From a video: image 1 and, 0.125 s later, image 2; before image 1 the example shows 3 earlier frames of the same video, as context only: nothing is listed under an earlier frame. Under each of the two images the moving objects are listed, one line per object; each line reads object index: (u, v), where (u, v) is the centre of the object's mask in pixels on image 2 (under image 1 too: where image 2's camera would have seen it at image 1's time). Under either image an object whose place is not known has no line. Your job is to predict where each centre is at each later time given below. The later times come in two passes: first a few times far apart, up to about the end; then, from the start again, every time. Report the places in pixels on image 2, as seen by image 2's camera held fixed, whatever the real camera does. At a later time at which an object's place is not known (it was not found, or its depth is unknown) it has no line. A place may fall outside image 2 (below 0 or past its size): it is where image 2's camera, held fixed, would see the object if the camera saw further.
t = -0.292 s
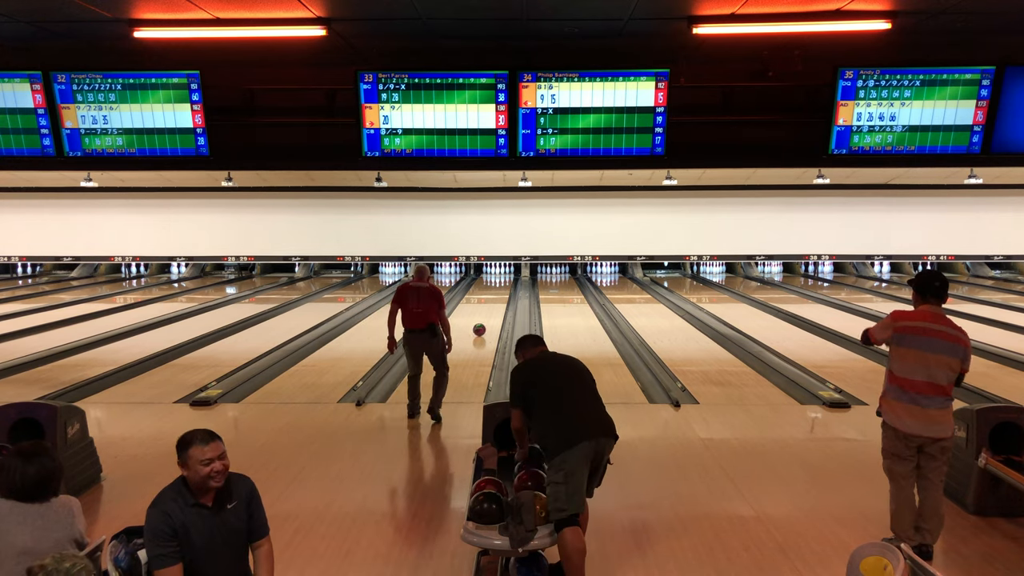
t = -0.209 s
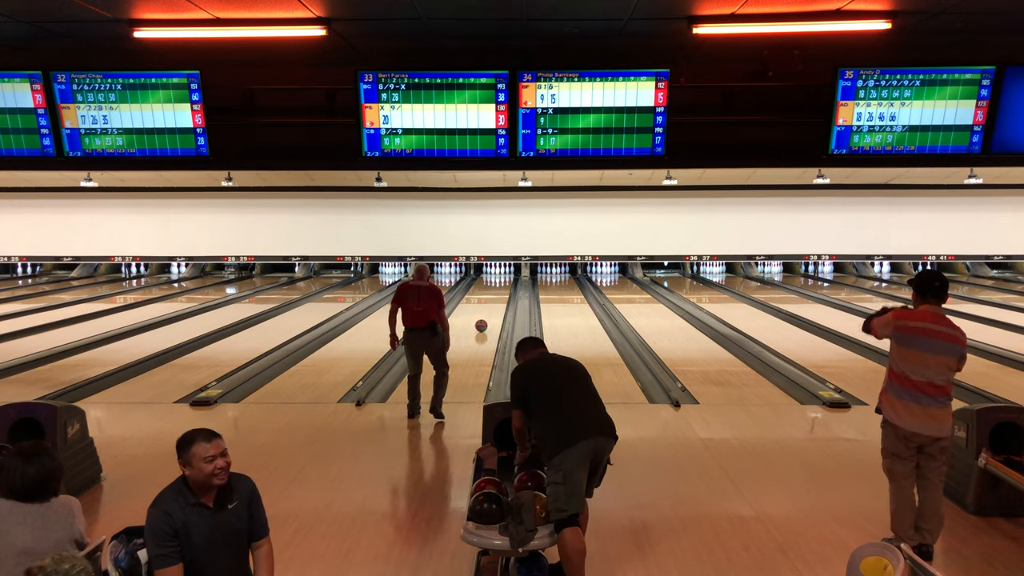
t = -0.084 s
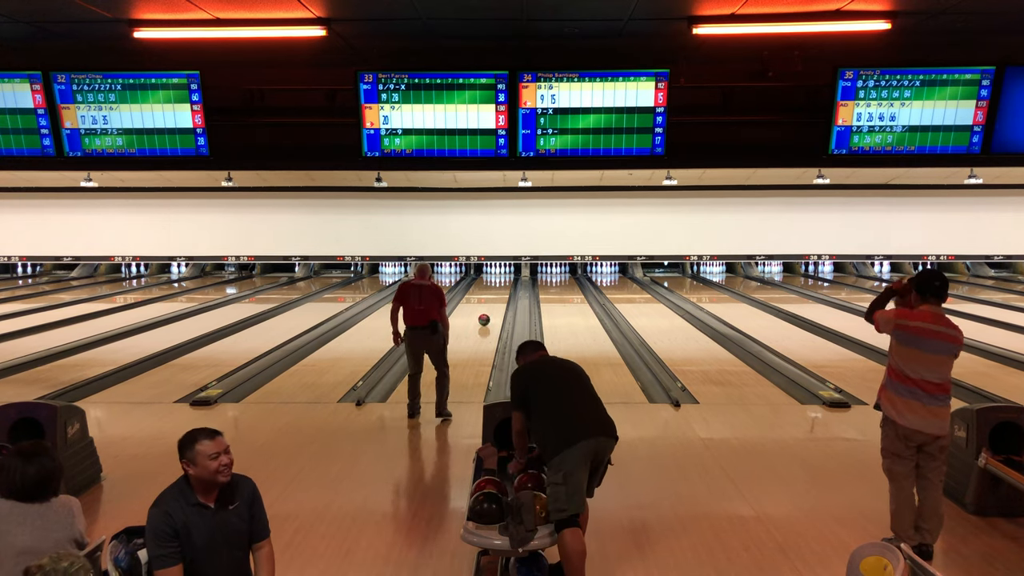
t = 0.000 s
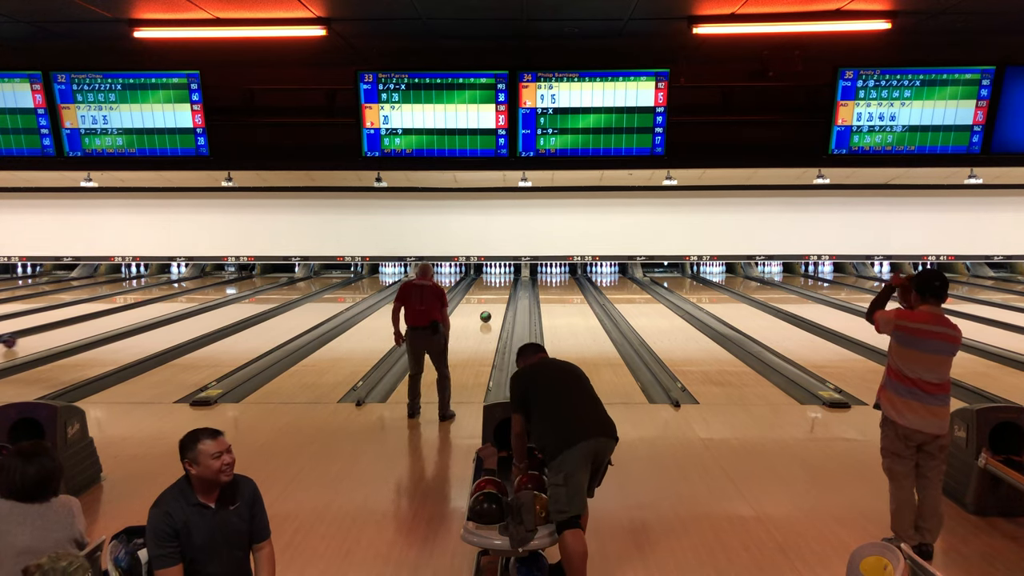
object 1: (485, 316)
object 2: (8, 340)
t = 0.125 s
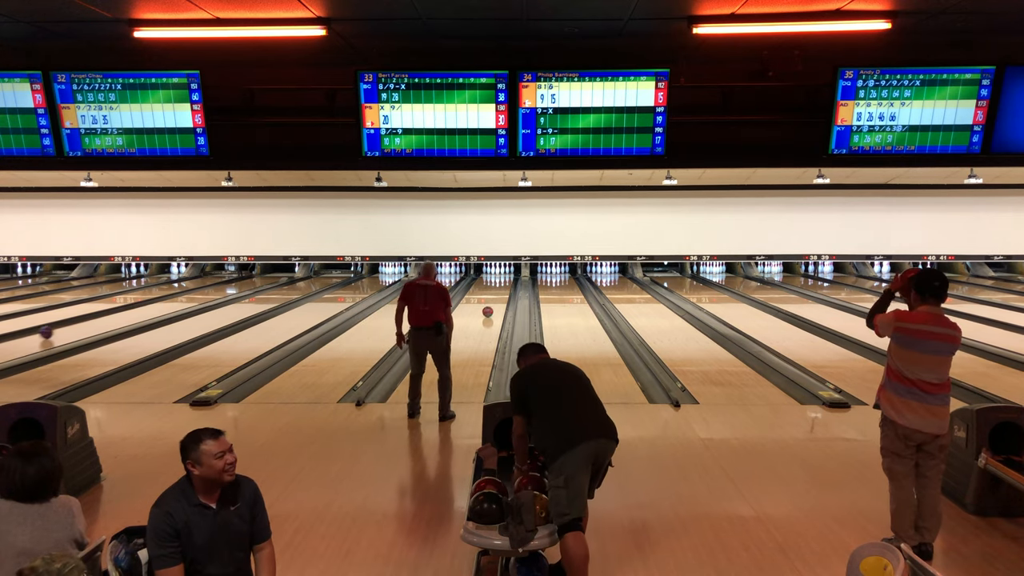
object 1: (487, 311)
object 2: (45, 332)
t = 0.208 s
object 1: (489, 308)
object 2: (68, 326)
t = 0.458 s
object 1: (492, 301)
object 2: (123, 313)
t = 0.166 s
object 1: (488, 310)
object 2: (57, 329)
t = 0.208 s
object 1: (489, 308)
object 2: (68, 326)
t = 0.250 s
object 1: (489, 307)
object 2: (78, 324)
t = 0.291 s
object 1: (490, 306)
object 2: (88, 322)
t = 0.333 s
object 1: (490, 305)
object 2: (97, 320)
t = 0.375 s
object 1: (491, 303)
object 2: (106, 317)
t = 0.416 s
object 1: (492, 302)
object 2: (115, 315)
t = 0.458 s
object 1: (492, 301)
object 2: (123, 313)
